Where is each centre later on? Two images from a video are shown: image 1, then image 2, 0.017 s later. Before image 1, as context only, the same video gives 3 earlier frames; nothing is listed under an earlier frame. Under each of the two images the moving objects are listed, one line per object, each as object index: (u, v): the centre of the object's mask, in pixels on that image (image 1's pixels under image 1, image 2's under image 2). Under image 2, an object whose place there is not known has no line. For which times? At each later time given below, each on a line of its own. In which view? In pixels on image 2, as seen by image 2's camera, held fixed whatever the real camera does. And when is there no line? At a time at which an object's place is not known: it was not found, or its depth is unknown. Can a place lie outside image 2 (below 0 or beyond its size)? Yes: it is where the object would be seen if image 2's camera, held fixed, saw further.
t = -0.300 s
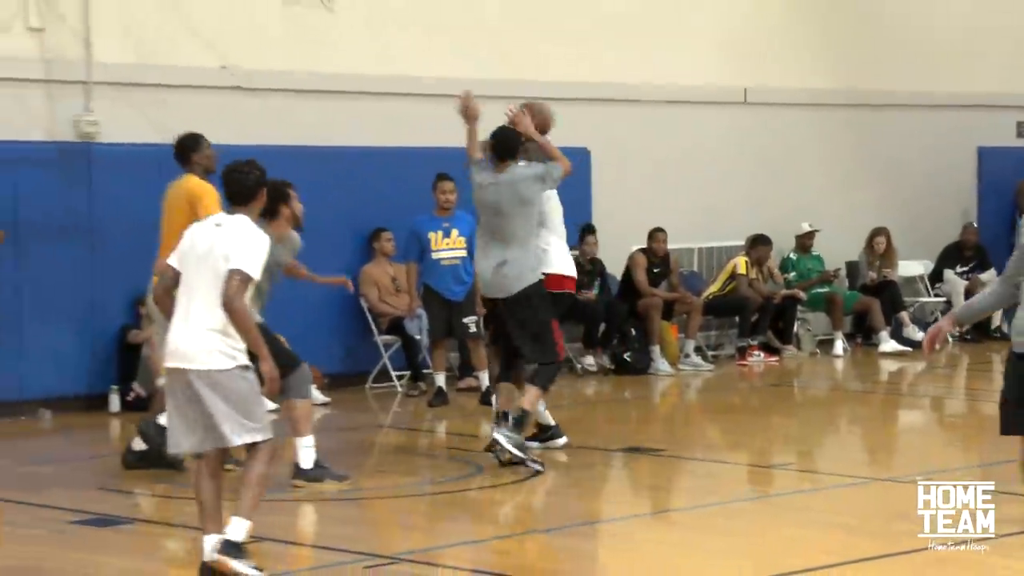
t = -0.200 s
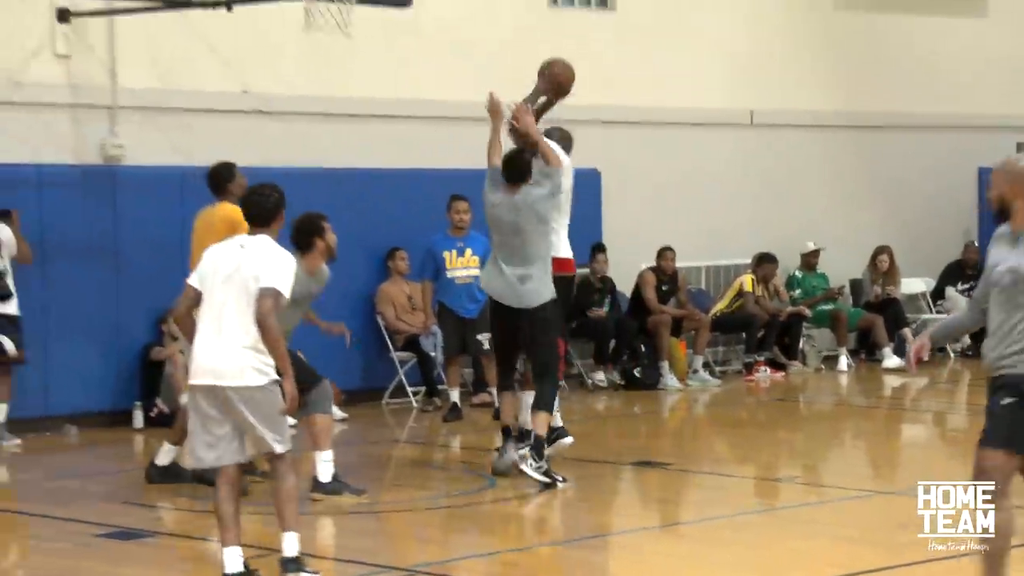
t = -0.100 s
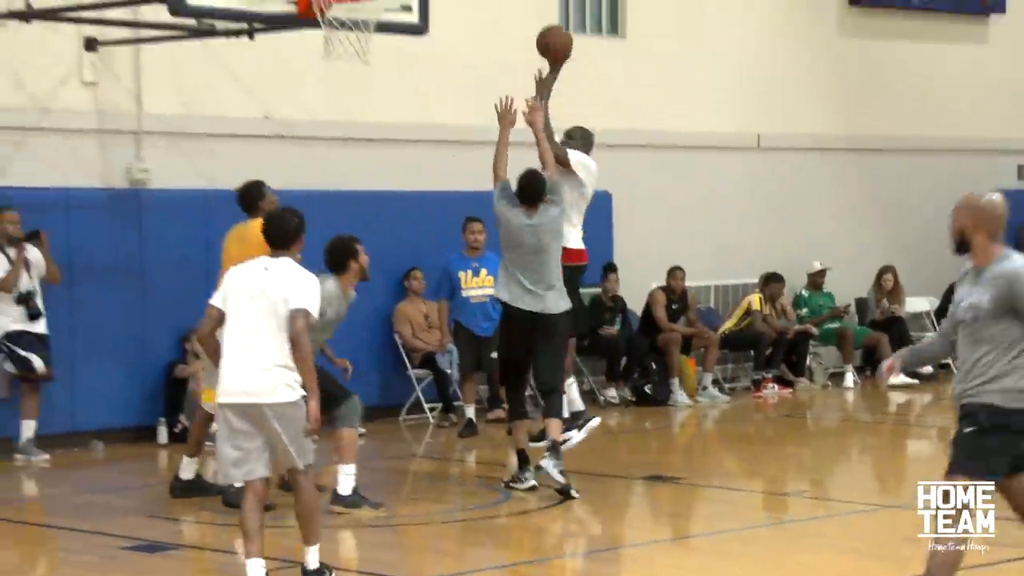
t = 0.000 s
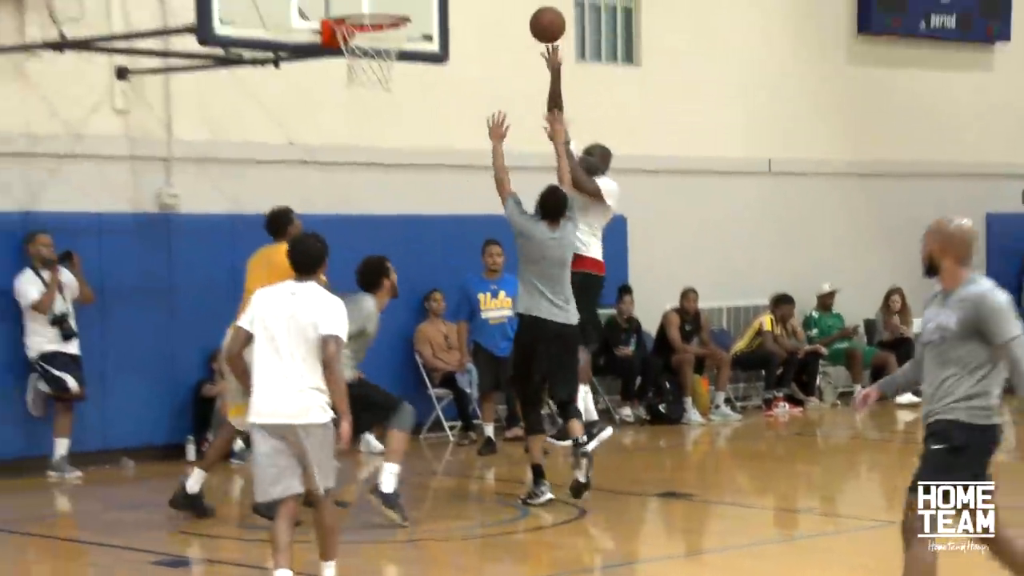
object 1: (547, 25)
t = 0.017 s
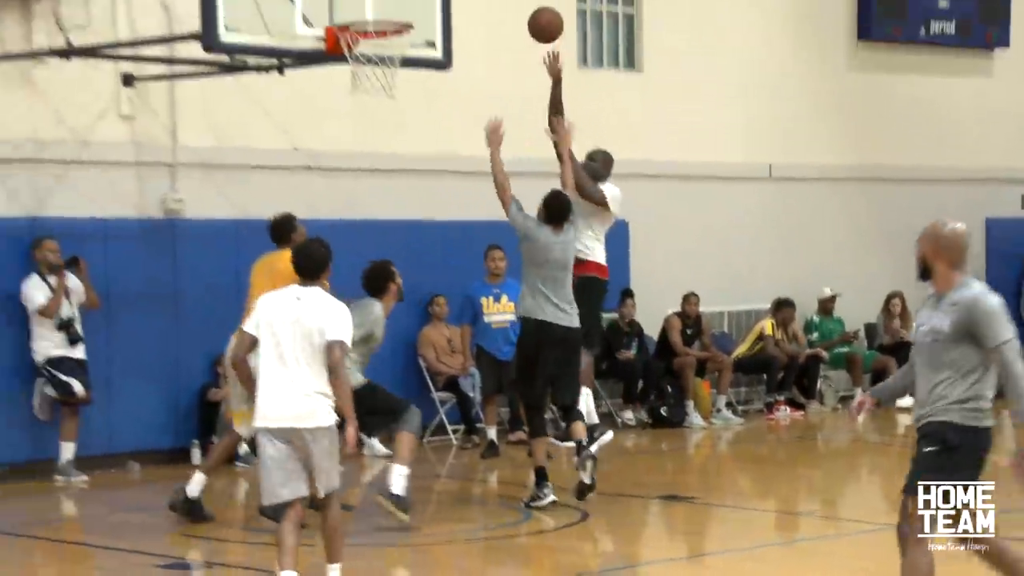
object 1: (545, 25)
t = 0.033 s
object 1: (540, 18)
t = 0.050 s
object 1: (536, 11)
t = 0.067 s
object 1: (532, 6)
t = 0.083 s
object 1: (527, -1)
